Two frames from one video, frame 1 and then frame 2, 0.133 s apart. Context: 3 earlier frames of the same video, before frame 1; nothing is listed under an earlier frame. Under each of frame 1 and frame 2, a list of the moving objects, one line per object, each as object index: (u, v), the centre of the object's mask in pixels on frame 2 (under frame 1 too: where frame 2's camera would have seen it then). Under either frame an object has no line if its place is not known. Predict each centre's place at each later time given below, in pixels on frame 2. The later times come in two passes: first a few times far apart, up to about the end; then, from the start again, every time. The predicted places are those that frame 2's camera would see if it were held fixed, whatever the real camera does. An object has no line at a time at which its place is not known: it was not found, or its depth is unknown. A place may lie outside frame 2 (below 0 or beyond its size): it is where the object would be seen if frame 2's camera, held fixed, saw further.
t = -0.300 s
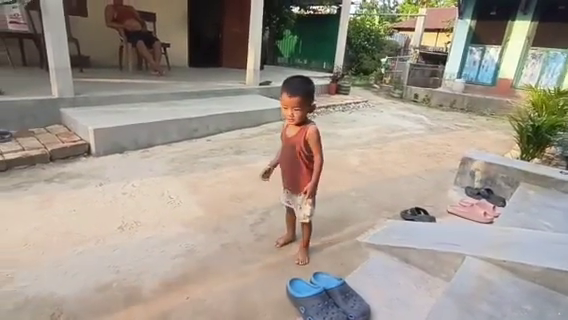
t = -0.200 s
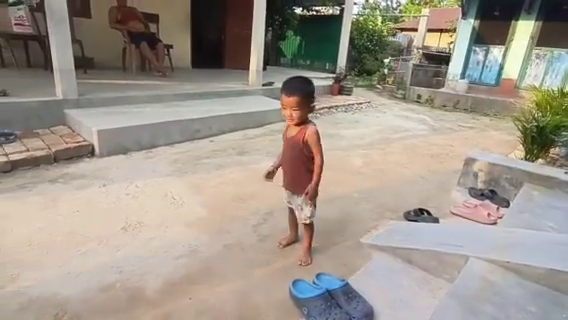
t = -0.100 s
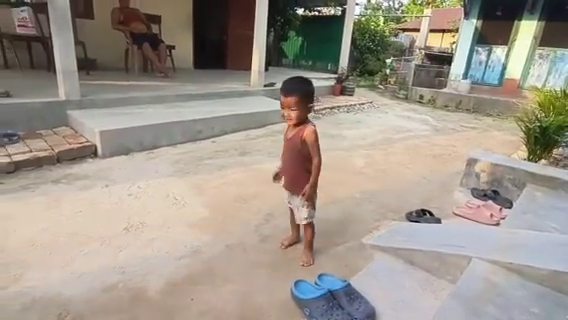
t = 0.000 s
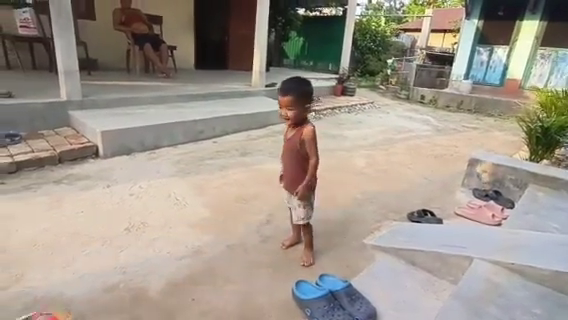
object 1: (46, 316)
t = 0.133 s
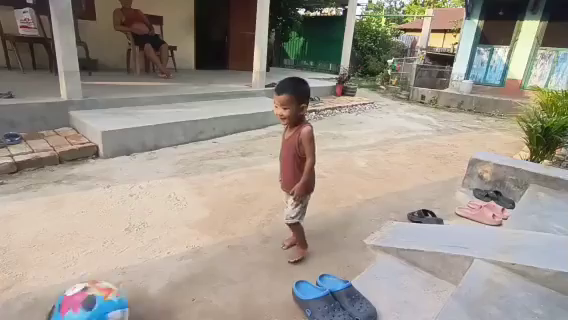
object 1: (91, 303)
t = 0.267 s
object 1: (126, 290)
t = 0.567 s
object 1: (193, 259)
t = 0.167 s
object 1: (99, 300)
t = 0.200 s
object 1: (108, 295)
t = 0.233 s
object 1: (117, 292)
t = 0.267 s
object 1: (126, 290)
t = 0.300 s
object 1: (135, 287)
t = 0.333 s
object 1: (143, 280)
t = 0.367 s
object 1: (150, 275)
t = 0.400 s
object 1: (157, 272)
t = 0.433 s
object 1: (165, 271)
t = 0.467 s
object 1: (171, 266)
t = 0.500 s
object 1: (179, 261)
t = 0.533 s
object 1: (186, 259)
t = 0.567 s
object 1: (193, 259)
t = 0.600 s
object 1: (200, 255)
